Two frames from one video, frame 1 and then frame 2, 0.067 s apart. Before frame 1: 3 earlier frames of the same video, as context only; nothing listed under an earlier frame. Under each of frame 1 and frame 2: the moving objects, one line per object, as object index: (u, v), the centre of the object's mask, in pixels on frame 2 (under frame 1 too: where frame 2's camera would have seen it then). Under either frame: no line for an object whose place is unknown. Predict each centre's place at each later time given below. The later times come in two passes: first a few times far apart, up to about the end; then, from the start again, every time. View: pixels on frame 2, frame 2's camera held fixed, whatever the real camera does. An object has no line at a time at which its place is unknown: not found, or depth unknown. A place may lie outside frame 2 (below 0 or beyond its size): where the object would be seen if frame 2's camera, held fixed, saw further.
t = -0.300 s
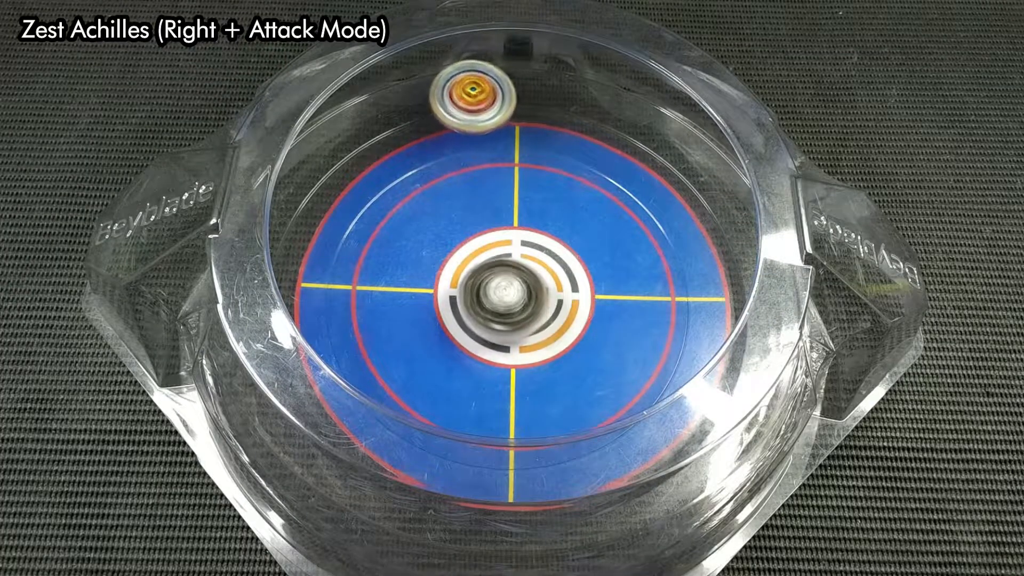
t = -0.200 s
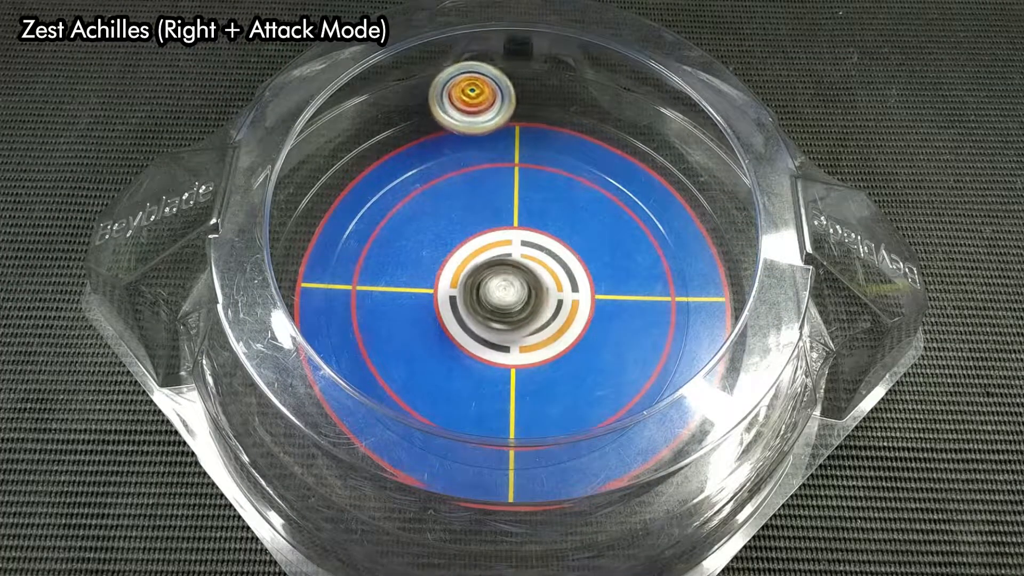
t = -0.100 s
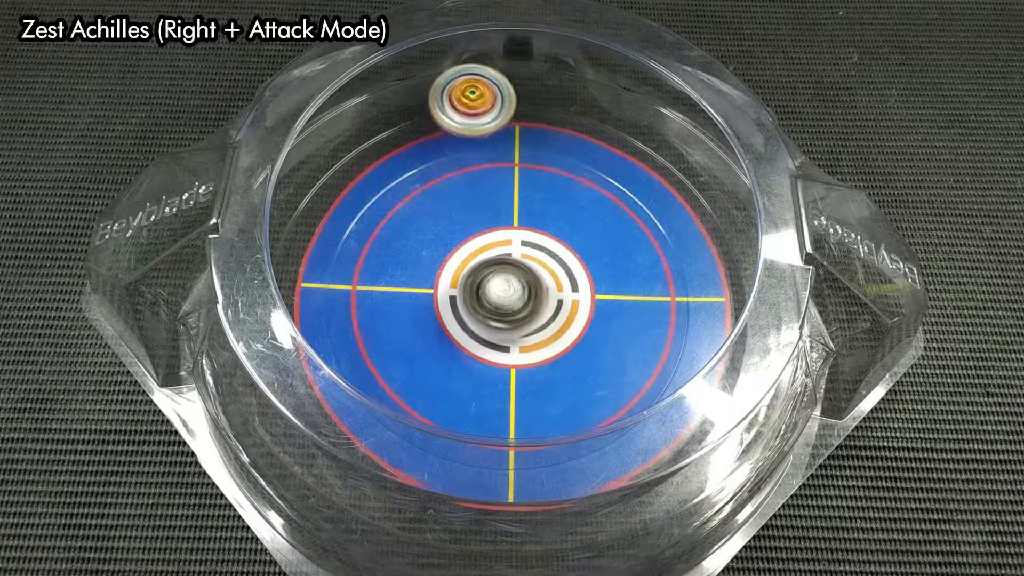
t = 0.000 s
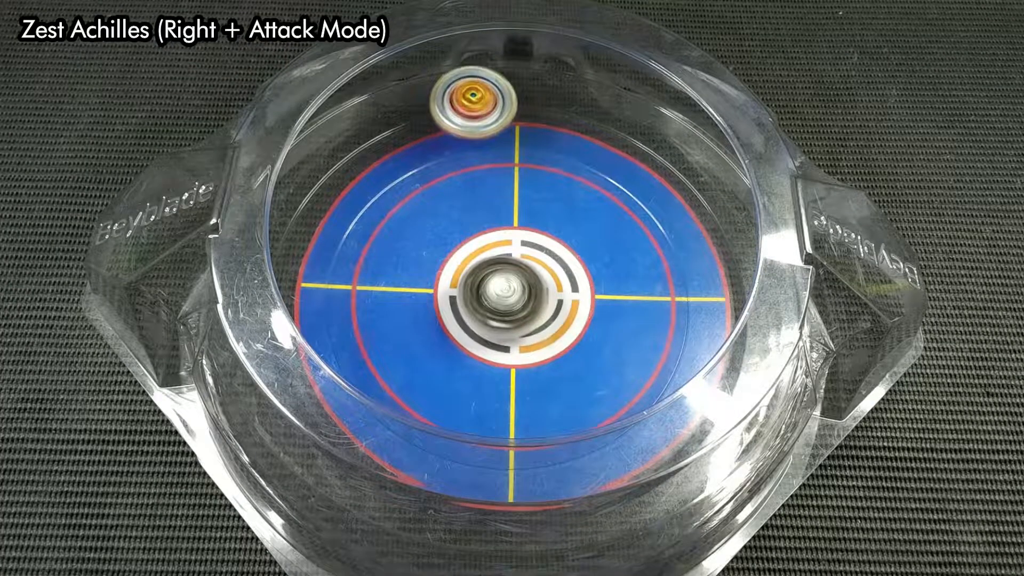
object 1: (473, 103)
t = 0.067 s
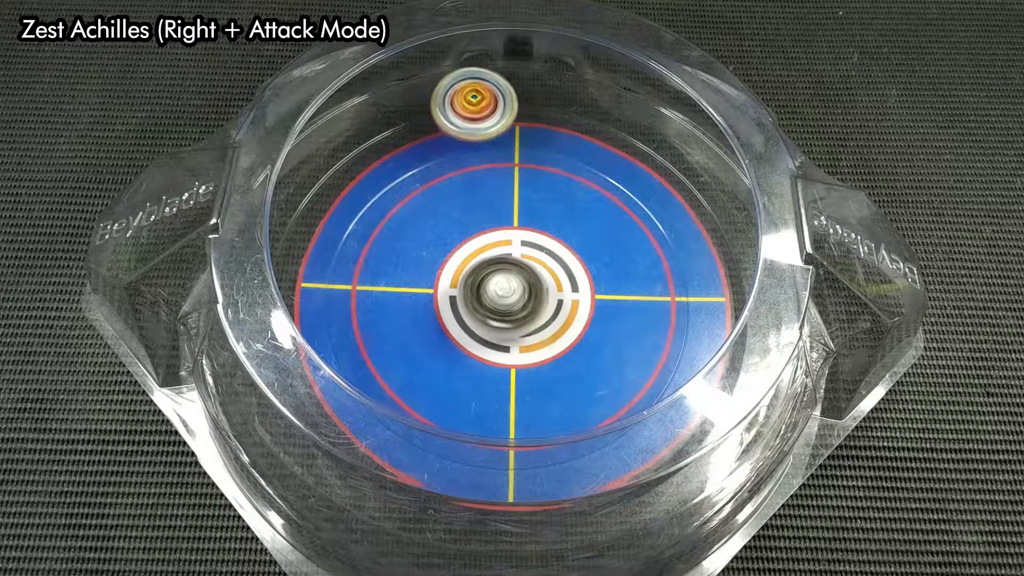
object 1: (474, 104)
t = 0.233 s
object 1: (477, 109)
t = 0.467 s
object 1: (482, 120)
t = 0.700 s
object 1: (447, 180)
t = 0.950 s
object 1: (521, 424)
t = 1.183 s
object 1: (757, 357)
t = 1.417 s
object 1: (801, 286)
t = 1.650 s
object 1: (802, 283)
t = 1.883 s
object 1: (801, 284)
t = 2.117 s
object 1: (770, 277)
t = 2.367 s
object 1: (746, 269)
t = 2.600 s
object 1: (668, 243)
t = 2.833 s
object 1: (413, 218)
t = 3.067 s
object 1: (314, 428)
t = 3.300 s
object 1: (435, 506)
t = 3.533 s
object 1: (514, 455)
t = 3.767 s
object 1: (609, 295)
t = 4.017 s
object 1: (422, 121)
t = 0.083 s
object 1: (474, 105)
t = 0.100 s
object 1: (475, 105)
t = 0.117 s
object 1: (475, 106)
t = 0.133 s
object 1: (475, 106)
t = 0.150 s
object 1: (476, 107)
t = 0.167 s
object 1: (476, 107)
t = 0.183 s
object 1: (476, 108)
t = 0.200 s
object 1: (476, 108)
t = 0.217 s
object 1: (477, 109)
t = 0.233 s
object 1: (477, 109)
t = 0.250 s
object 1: (478, 110)
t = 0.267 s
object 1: (478, 111)
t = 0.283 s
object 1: (478, 111)
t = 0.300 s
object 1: (479, 112)
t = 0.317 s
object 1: (479, 113)
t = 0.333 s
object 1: (480, 114)
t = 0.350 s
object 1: (480, 114)
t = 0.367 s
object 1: (480, 115)
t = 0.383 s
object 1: (480, 116)
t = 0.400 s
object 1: (481, 116)
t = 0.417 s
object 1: (481, 117)
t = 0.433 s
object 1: (481, 118)
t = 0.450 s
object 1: (481, 119)
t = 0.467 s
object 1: (482, 120)
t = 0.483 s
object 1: (482, 121)
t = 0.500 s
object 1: (482, 122)
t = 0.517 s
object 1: (482, 123)
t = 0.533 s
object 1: (482, 124)
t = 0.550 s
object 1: (483, 125)
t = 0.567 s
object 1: (483, 127)
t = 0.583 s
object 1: (482, 129)
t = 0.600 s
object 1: (481, 133)
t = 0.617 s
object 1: (478, 138)
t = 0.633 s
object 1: (474, 144)
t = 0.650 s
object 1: (469, 152)
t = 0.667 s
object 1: (462, 160)
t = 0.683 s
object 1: (455, 170)
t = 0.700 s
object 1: (447, 180)
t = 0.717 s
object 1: (440, 192)
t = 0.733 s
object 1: (433, 204)
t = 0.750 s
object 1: (426, 219)
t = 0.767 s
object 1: (421, 234)
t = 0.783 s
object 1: (416, 251)
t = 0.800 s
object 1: (413, 271)
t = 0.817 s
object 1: (412, 293)
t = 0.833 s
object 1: (417, 313)
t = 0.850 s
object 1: (423, 334)
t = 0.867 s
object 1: (432, 353)
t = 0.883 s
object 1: (445, 371)
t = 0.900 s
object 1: (461, 387)
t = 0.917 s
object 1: (479, 401)
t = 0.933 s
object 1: (498, 414)
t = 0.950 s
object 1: (521, 424)
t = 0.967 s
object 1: (545, 430)
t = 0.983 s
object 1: (568, 435)
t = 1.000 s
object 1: (592, 436)
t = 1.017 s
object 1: (615, 434)
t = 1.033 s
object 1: (640, 435)
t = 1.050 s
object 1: (659, 437)
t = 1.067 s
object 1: (676, 439)
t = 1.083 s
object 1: (694, 440)
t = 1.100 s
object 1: (712, 416)
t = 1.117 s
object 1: (722, 403)
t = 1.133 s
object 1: (739, 387)
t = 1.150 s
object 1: (748, 375)
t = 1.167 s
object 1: (751, 367)
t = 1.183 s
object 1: (757, 357)
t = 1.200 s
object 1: (767, 345)
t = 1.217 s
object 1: (774, 336)
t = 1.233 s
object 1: (778, 328)
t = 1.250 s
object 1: (781, 320)
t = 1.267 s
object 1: (785, 312)
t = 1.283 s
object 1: (788, 307)
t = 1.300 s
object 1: (792, 301)
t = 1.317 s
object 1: (793, 297)
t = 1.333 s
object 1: (795, 296)
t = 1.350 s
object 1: (796, 290)
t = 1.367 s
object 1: (798, 290)
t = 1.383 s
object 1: (799, 288)
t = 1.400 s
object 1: (801, 287)
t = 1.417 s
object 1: (801, 286)
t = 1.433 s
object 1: (802, 286)
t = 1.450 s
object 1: (802, 285)
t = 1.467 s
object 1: (802, 285)
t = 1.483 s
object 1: (802, 285)
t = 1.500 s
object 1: (802, 284)
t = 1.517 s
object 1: (802, 284)
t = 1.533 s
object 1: (802, 284)
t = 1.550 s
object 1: (802, 284)
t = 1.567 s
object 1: (802, 284)
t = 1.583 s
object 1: (802, 284)
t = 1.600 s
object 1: (805, 284)
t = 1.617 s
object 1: (802, 283)
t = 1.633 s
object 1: (802, 283)
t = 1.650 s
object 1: (802, 283)
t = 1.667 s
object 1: (805, 284)
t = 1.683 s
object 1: (804, 284)
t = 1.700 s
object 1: (804, 284)
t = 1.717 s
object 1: (804, 284)
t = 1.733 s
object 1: (803, 284)
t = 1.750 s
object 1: (803, 284)
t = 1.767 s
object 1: (803, 284)
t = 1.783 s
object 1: (803, 284)
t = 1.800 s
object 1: (802, 284)
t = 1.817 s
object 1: (802, 284)
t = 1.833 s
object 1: (802, 284)
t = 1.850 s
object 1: (802, 284)
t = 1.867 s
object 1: (801, 284)
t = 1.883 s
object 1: (801, 284)
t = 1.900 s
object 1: (800, 284)
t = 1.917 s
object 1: (790, 281)
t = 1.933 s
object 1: (789, 280)
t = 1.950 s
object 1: (787, 280)
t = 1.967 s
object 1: (786, 279)
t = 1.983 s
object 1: (785, 279)
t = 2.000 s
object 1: (783, 279)
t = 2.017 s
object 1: (782, 278)
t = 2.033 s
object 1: (779, 278)
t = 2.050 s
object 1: (777, 278)
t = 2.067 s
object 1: (775, 278)
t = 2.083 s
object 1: (773, 277)
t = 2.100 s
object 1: (772, 277)
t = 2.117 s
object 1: (770, 277)
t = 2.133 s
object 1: (768, 276)
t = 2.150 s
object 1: (766, 276)
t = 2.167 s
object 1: (764, 275)
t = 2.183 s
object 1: (762, 275)
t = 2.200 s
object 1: (761, 274)
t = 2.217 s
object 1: (761, 274)
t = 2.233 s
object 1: (757, 272)
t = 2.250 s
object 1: (756, 273)
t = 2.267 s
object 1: (754, 272)
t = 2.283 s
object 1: (754, 272)
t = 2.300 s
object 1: (752, 271)
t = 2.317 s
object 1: (750, 270)
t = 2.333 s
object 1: (749, 270)
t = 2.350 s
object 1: (748, 270)
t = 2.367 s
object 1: (746, 269)
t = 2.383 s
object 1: (743, 268)
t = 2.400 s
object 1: (739, 266)
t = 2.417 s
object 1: (735, 264)
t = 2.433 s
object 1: (729, 261)
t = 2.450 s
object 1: (720, 258)
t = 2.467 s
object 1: (715, 255)
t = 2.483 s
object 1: (712, 254)
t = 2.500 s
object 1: (706, 252)
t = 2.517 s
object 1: (700, 250)
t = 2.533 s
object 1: (695, 249)
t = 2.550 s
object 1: (691, 248)
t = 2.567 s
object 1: (684, 247)
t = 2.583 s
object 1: (678, 246)
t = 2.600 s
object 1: (668, 243)
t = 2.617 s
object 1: (658, 241)
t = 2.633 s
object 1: (646, 237)
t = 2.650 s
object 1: (632, 233)
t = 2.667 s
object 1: (618, 227)
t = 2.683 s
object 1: (601, 222)
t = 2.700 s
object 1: (583, 216)
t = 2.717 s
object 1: (564, 211)
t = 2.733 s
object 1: (542, 207)
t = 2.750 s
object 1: (520, 203)
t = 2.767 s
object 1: (498, 203)
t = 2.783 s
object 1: (475, 204)
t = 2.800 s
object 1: (454, 207)
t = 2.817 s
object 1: (433, 212)
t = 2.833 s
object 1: (413, 218)
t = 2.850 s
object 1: (394, 227)
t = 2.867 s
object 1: (376, 238)
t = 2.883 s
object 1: (361, 249)
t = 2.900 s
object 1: (345, 263)
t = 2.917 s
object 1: (333, 279)
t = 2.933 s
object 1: (327, 293)
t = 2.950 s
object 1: (325, 307)
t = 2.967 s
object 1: (325, 323)
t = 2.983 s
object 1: (304, 353)
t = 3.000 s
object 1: (293, 373)
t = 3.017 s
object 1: (291, 386)
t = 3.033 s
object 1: (298, 399)
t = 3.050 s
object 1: (306, 413)
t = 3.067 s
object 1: (314, 428)
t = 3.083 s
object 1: (322, 442)
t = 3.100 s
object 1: (330, 454)
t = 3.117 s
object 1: (338, 468)
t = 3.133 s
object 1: (346, 480)
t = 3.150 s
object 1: (353, 490)
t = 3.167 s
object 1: (362, 500)
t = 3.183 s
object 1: (373, 502)
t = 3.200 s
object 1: (385, 504)
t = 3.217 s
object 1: (396, 505)
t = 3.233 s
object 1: (405, 506)
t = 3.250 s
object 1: (414, 507)
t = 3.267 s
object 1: (422, 507)
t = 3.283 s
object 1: (429, 507)
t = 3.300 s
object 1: (435, 506)
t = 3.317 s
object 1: (440, 505)
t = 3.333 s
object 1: (445, 505)
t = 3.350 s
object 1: (449, 503)
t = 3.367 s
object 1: (456, 500)
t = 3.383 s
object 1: (463, 497)
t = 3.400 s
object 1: (472, 493)
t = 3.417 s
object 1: (480, 489)
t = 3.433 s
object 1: (487, 483)
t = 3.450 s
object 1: (493, 477)
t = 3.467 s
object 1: (499, 472)
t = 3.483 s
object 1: (504, 468)
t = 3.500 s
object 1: (508, 464)
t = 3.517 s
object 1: (511, 459)
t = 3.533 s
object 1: (514, 455)
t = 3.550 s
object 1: (517, 452)
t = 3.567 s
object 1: (520, 448)
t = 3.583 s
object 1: (525, 443)
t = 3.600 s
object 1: (531, 435)
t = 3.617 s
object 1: (538, 427)
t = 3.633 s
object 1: (547, 417)
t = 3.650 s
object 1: (555, 407)
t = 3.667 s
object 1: (567, 396)
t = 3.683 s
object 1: (577, 383)
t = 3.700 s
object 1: (587, 368)
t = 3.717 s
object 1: (596, 351)
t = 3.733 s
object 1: (603, 333)
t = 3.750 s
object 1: (607, 314)
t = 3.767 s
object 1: (609, 295)
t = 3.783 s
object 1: (608, 276)
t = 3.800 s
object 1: (606, 256)
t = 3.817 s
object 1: (601, 239)
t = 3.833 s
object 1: (593, 222)
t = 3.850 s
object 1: (583, 206)
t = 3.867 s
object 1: (572, 190)
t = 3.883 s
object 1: (559, 176)
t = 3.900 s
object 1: (544, 164)
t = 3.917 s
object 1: (528, 153)
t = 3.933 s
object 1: (512, 143)
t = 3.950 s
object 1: (495, 136)
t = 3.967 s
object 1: (476, 130)
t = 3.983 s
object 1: (458, 126)
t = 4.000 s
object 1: (439, 124)
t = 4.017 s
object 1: (422, 121)
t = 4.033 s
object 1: (405, 119)
